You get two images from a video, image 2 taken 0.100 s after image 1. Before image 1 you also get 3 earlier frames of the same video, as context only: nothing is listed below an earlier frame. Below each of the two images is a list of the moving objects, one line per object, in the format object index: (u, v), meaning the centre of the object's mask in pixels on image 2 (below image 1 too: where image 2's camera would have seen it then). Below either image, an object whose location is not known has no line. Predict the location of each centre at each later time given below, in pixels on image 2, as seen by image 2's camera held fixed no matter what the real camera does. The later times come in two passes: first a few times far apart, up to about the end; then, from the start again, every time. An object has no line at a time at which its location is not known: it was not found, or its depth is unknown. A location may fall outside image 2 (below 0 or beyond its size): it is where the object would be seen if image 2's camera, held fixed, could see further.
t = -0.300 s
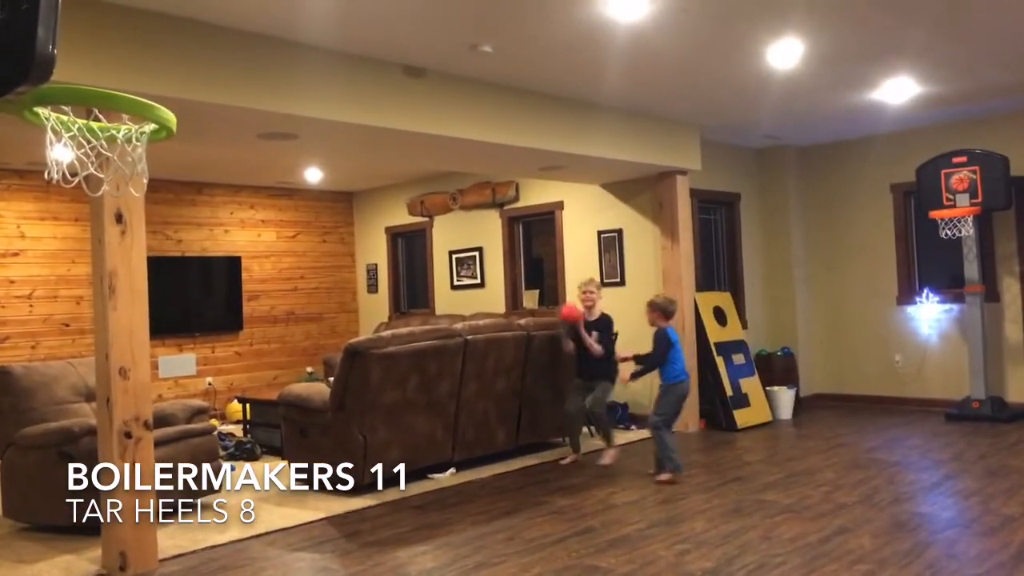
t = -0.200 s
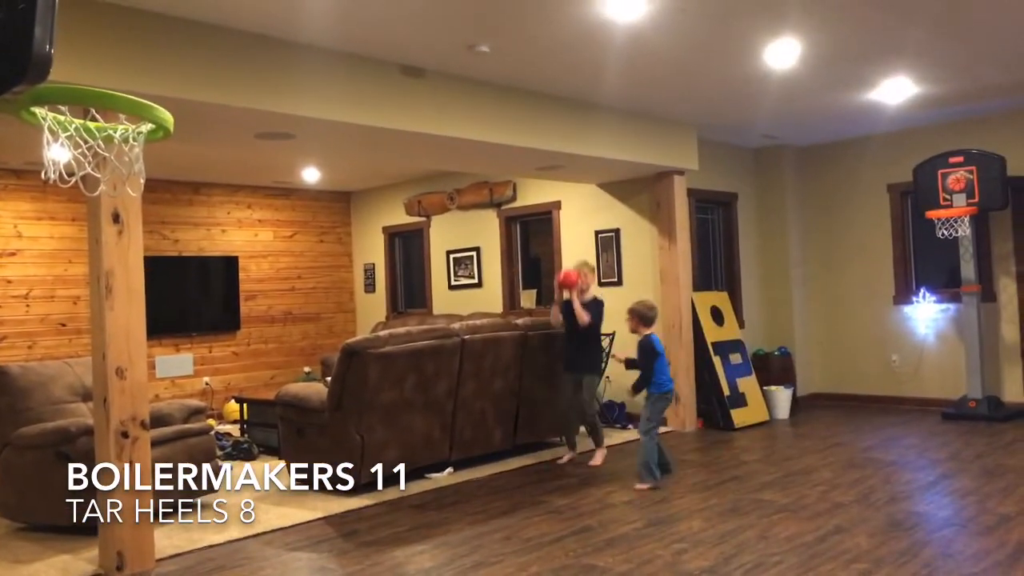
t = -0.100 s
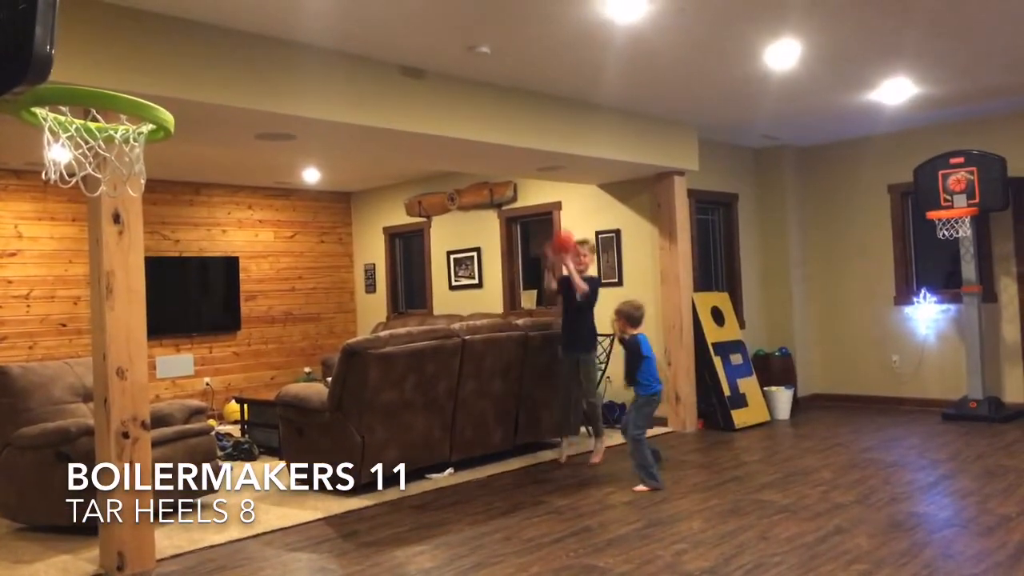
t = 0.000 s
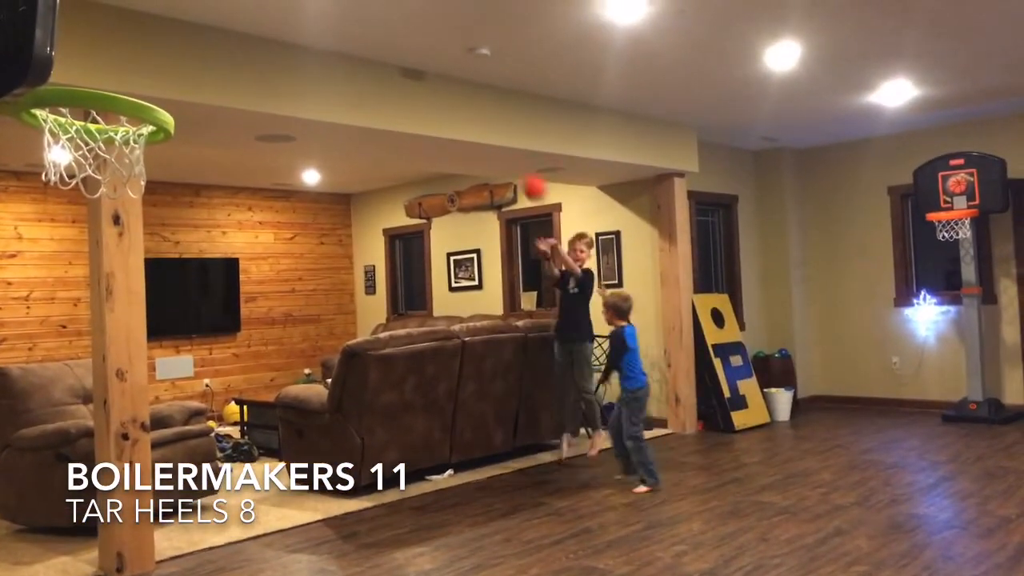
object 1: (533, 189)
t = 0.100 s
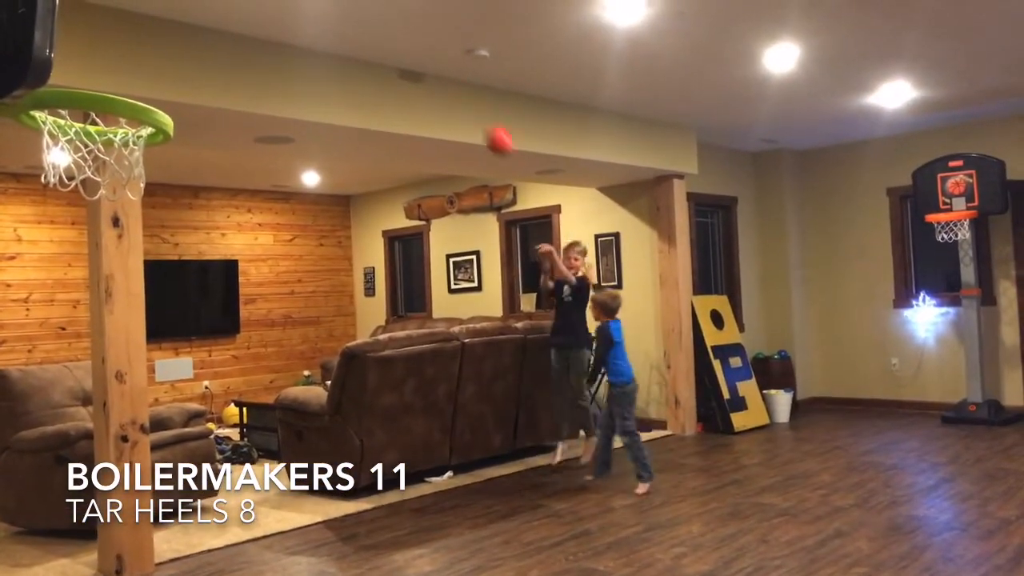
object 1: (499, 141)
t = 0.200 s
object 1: (460, 101)
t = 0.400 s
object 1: (349, 59)
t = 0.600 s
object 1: (204, 118)
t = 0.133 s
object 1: (487, 127)
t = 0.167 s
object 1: (474, 113)
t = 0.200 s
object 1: (460, 101)
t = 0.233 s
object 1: (443, 90)
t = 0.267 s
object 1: (428, 81)
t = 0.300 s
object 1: (411, 72)
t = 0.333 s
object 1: (391, 66)
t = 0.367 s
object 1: (371, 62)
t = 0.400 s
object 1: (349, 59)
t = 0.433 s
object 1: (326, 62)
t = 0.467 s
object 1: (301, 66)
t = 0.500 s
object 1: (273, 75)
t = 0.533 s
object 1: (242, 88)
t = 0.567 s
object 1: (206, 106)
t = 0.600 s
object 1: (204, 118)
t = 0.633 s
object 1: (237, 123)
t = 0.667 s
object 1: (270, 131)
